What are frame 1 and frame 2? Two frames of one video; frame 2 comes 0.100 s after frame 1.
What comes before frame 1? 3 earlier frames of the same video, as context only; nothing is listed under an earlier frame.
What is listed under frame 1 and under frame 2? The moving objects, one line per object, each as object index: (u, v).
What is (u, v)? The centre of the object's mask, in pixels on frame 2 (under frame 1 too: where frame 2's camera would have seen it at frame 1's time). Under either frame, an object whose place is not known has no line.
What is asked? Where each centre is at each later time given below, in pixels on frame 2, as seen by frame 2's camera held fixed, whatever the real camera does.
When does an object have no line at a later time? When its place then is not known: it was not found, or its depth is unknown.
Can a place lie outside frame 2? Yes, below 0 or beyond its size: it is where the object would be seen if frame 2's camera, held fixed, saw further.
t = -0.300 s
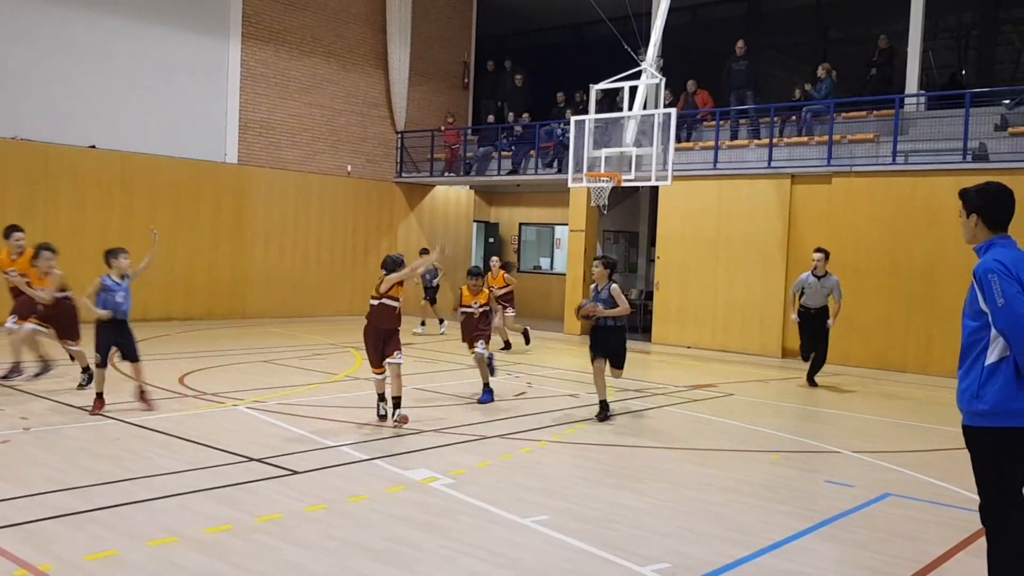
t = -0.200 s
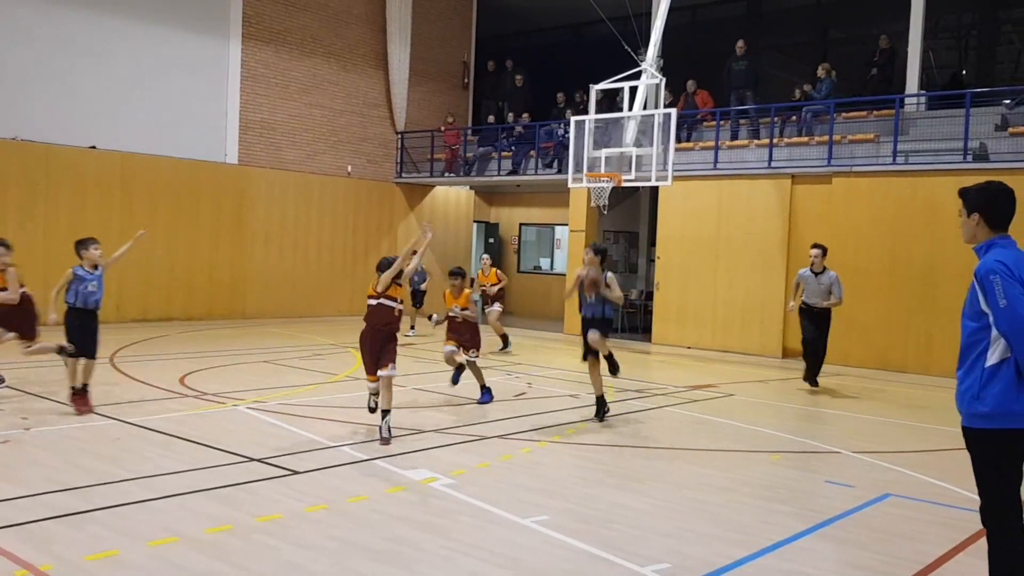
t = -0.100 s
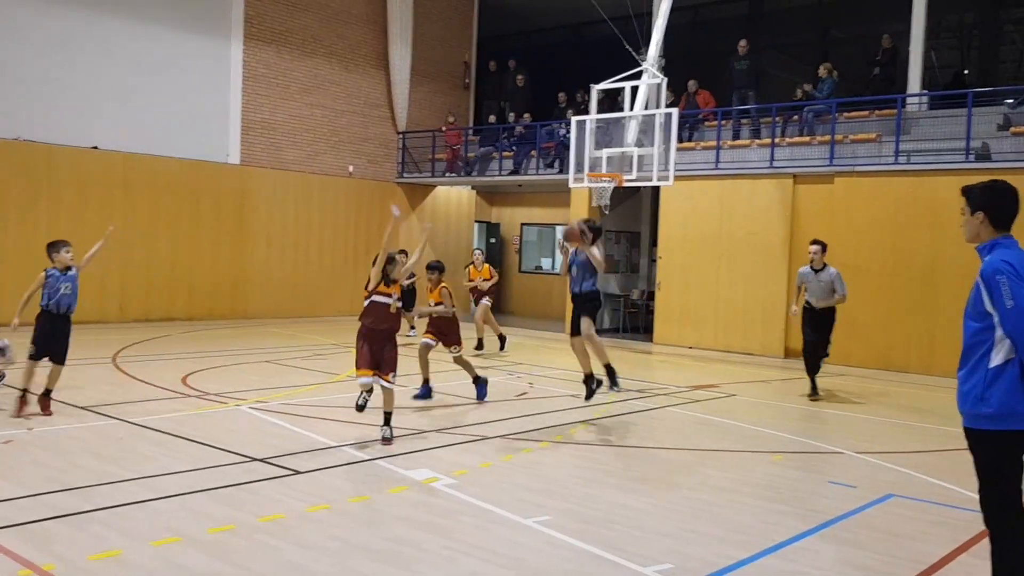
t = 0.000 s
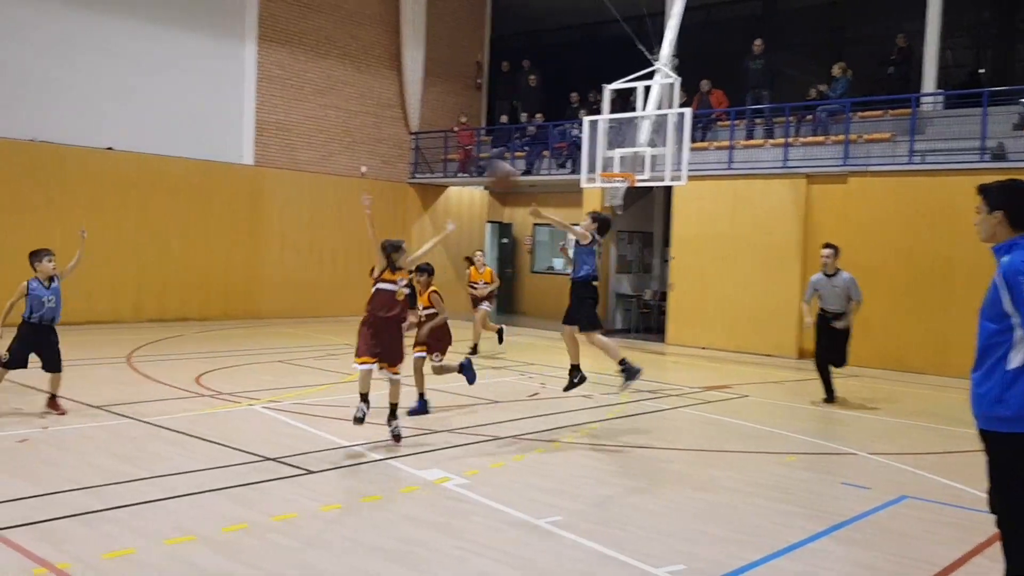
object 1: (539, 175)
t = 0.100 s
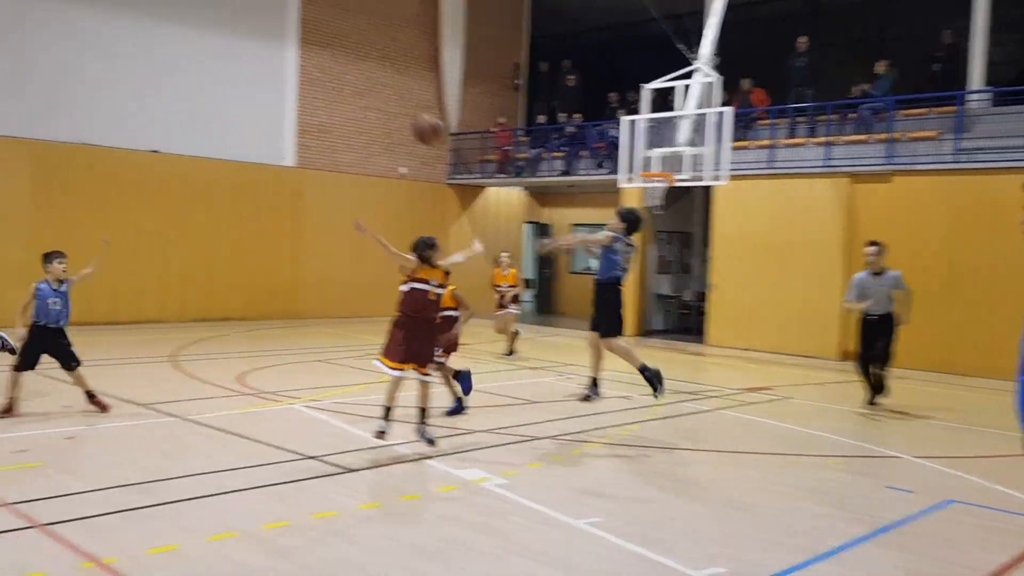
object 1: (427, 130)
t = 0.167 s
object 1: (349, 103)
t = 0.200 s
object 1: (309, 90)
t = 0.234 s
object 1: (266, 80)
